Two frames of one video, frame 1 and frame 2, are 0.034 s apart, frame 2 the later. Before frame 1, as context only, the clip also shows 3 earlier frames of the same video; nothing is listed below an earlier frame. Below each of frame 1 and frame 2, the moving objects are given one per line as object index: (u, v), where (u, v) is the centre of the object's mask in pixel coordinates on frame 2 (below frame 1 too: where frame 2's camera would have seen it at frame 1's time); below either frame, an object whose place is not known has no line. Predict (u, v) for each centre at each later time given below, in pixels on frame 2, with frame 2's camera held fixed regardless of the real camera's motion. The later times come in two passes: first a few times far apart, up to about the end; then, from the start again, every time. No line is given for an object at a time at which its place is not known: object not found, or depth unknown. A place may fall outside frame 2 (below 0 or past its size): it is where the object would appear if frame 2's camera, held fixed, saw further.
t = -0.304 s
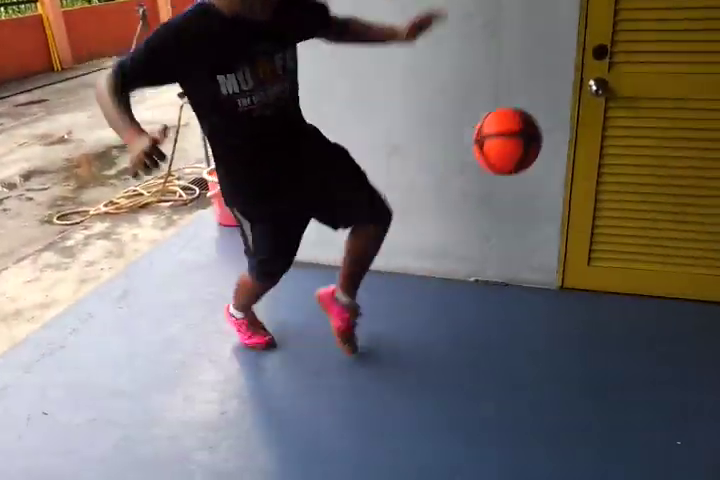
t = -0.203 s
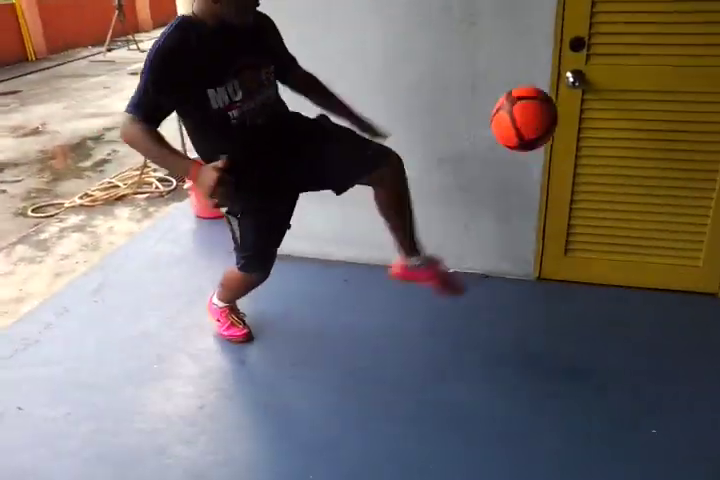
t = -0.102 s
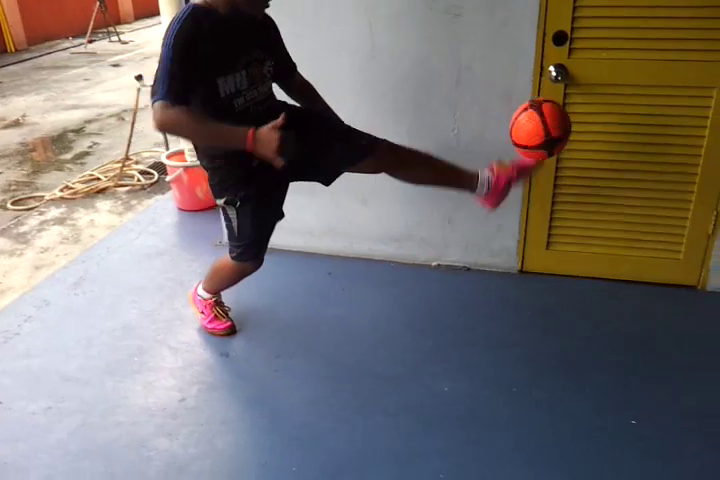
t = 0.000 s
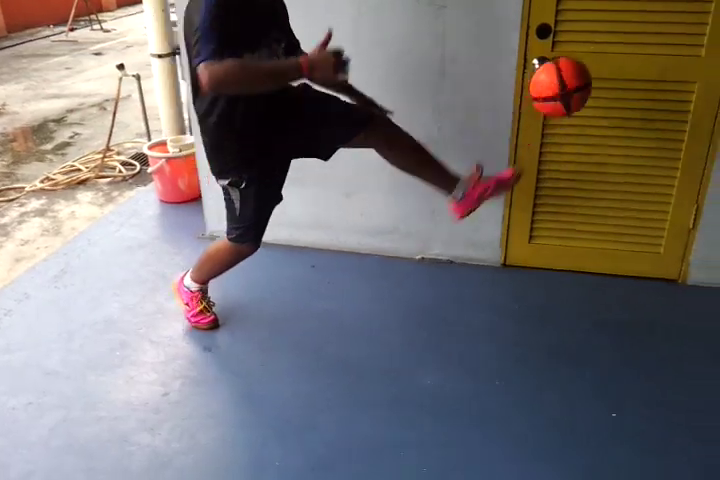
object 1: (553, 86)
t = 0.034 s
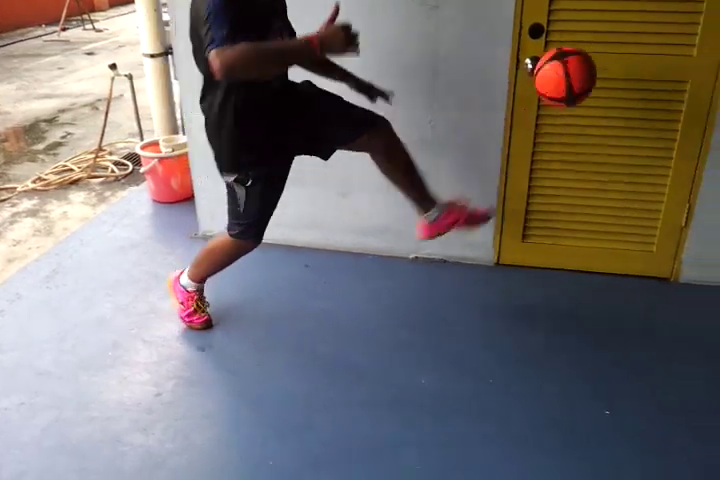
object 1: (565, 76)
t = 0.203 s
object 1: (619, 78)
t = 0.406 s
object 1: (662, 181)
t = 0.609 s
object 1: (687, 263)
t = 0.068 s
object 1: (576, 71)
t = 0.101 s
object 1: (588, 68)
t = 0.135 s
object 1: (599, 68)
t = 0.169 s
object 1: (609, 71)
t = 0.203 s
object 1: (619, 78)
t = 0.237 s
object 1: (628, 87)
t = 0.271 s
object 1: (636, 99)
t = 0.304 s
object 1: (645, 115)
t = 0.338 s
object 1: (652, 133)
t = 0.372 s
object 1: (658, 156)
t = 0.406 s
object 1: (662, 181)
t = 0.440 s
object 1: (665, 206)
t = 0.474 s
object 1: (668, 234)
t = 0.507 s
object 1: (671, 262)
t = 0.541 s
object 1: (670, 291)
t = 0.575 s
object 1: (676, 279)
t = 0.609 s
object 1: (687, 263)
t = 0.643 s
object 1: (697, 249)
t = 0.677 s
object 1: (706, 237)
